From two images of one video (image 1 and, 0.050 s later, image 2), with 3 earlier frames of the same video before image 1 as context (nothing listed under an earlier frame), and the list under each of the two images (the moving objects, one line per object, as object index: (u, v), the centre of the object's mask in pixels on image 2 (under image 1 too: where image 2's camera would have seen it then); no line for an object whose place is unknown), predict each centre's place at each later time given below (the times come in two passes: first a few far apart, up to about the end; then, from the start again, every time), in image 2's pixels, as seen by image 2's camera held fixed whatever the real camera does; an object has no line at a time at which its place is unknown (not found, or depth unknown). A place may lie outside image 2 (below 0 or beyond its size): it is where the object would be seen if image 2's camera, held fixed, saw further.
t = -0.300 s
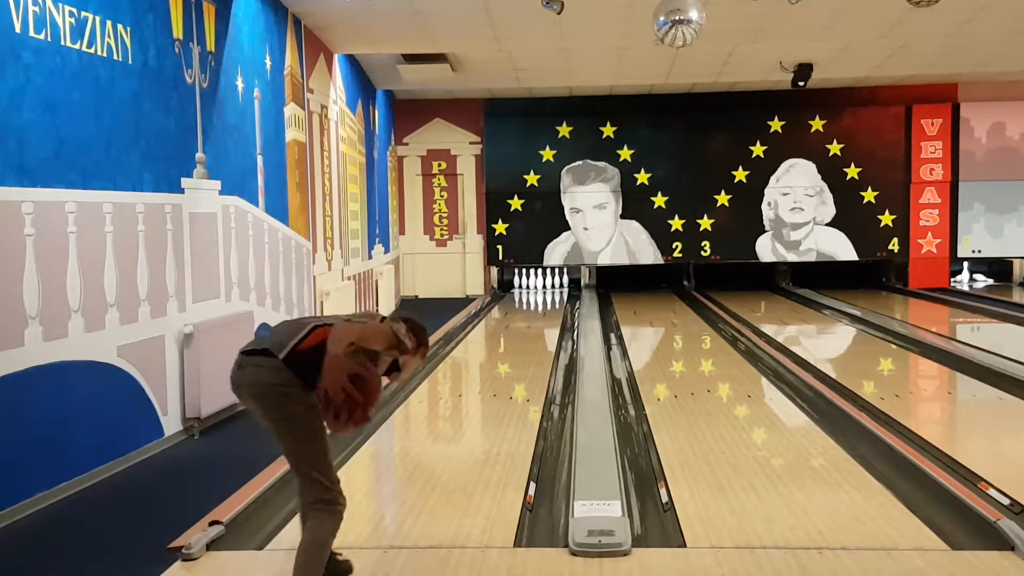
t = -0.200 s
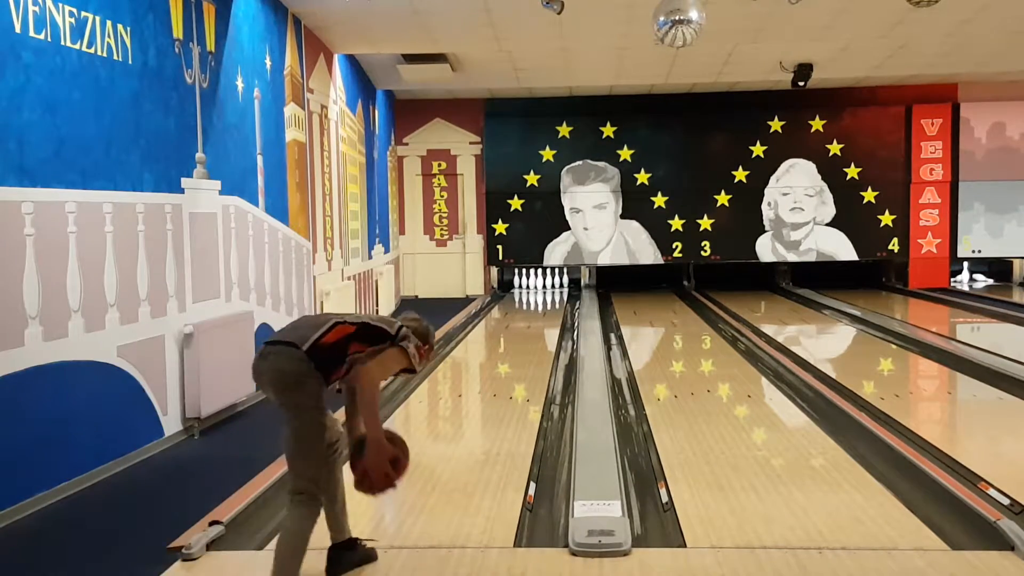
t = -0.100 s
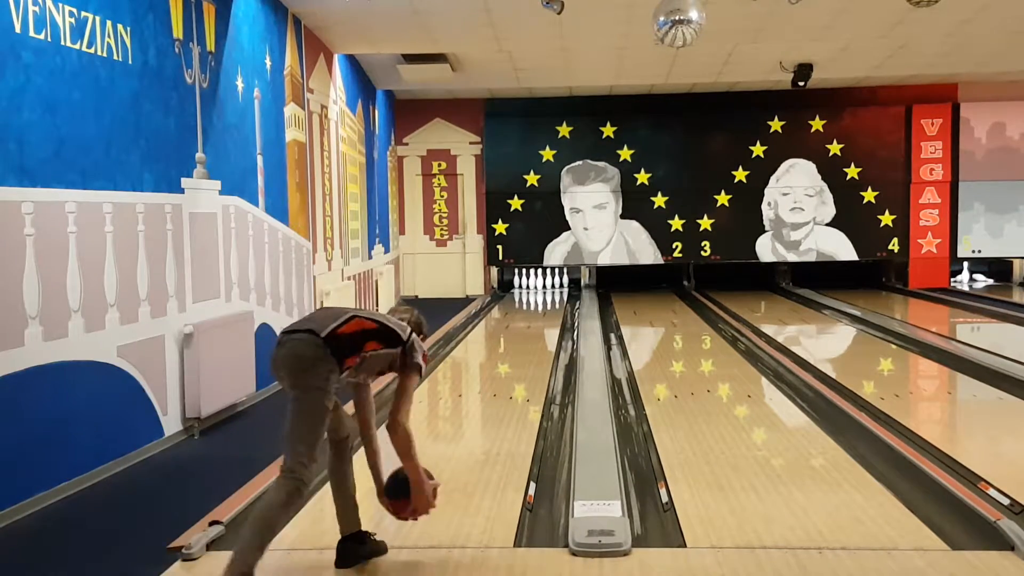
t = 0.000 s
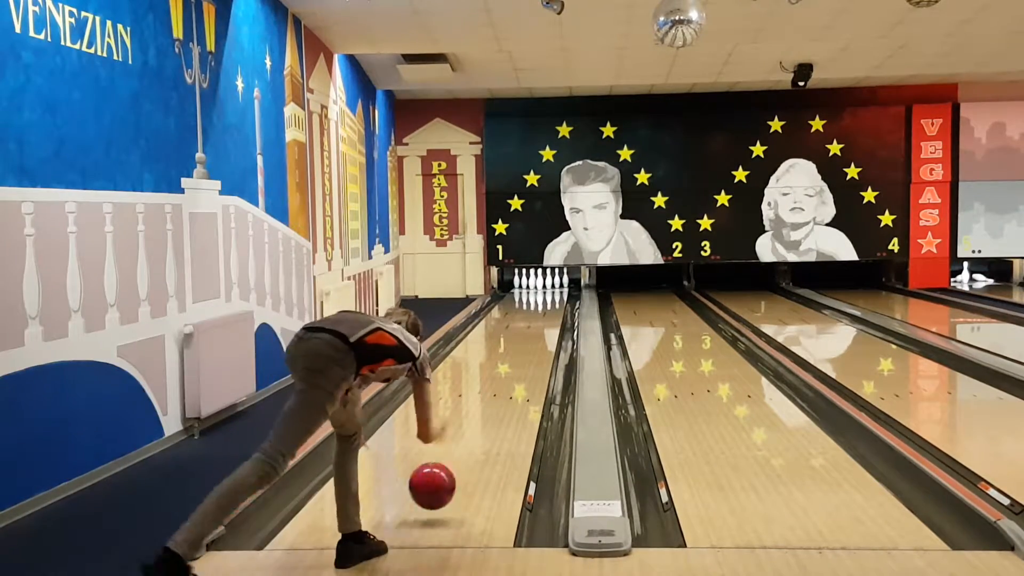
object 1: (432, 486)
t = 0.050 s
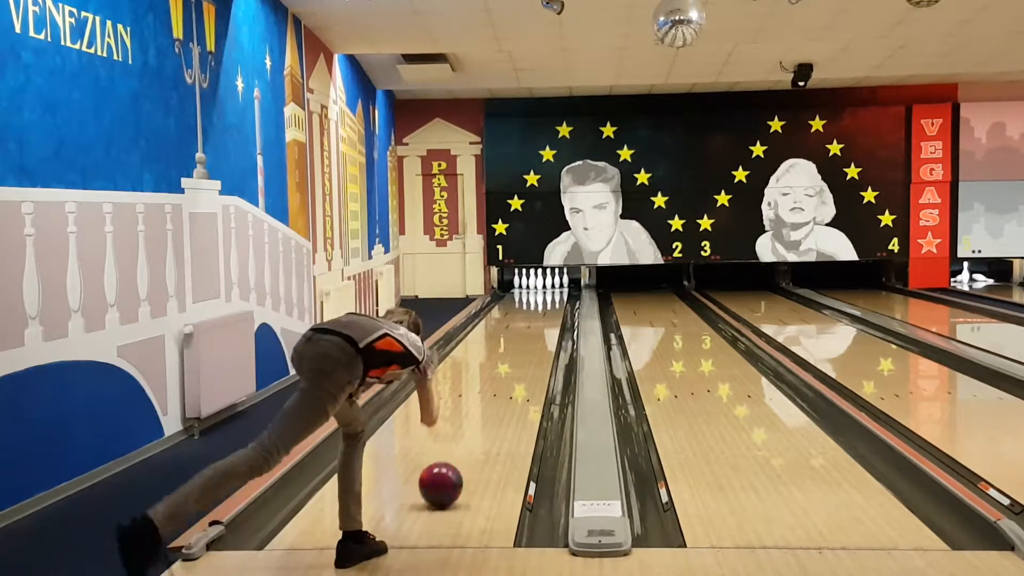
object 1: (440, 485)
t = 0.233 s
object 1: (463, 442)
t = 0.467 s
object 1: (484, 403)
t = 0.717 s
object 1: (498, 375)
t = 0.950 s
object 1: (508, 355)
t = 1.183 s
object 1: (516, 340)
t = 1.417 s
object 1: (522, 327)
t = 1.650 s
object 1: (526, 318)
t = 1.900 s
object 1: (530, 308)
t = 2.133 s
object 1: (532, 301)
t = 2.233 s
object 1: (533, 298)
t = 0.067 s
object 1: (443, 478)
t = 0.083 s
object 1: (445, 472)
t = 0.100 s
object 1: (447, 467)
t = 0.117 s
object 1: (450, 463)
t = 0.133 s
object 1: (452, 460)
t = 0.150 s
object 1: (454, 457)
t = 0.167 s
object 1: (456, 455)
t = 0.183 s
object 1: (458, 452)
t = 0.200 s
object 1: (460, 448)
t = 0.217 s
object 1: (462, 445)
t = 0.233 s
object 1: (463, 442)
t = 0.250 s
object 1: (465, 439)
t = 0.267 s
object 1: (467, 435)
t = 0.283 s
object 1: (468, 432)
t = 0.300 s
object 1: (470, 429)
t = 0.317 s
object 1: (472, 426)
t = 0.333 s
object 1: (473, 423)
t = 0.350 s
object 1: (475, 421)
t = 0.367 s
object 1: (476, 418)
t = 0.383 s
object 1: (477, 416)
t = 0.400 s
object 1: (479, 413)
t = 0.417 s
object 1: (480, 411)
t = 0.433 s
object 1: (481, 408)
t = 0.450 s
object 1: (483, 406)
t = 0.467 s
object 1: (484, 403)
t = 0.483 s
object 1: (485, 401)
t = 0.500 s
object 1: (486, 399)
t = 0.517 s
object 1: (487, 397)
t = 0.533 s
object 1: (488, 395)
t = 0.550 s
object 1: (489, 392)
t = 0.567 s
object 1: (490, 391)
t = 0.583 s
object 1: (491, 389)
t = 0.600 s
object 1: (492, 387)
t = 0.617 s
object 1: (493, 385)
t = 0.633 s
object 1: (495, 383)
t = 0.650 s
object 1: (496, 381)
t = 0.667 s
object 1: (496, 379)
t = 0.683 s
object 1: (497, 378)
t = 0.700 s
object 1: (498, 377)
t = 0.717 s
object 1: (498, 375)
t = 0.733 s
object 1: (499, 373)
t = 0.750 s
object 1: (500, 372)
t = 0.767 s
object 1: (501, 370)
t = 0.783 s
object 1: (501, 369)
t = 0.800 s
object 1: (502, 367)
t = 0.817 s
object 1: (503, 366)
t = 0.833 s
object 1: (504, 364)
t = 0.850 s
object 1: (505, 363)
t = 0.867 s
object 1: (505, 362)
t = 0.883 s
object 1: (506, 360)
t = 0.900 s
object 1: (507, 359)
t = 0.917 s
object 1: (507, 357)
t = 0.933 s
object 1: (508, 356)
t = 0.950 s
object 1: (508, 355)
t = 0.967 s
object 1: (509, 354)
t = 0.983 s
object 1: (509, 353)
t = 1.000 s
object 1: (510, 352)
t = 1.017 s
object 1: (511, 350)
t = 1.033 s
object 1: (511, 349)
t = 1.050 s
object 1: (512, 348)
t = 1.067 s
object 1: (512, 347)
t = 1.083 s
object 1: (513, 346)
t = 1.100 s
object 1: (514, 345)
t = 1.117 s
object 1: (514, 344)
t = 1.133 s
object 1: (514, 342)
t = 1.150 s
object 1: (515, 342)
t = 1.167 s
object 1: (515, 341)
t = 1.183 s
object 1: (516, 340)
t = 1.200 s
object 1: (516, 339)
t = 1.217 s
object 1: (517, 338)
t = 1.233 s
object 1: (517, 337)
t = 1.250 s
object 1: (518, 336)
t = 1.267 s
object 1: (518, 335)
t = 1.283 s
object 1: (519, 334)
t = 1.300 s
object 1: (519, 333)
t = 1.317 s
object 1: (519, 332)
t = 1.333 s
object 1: (520, 332)
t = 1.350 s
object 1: (520, 331)
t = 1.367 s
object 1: (521, 330)
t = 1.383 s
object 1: (521, 329)
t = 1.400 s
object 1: (521, 328)
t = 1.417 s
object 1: (522, 327)
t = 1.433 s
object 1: (522, 327)
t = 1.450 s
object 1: (523, 326)
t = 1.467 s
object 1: (523, 325)
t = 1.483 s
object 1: (523, 324)
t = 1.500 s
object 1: (524, 323)
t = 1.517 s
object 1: (524, 323)
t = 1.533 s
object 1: (524, 322)
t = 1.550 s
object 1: (524, 321)
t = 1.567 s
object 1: (525, 321)
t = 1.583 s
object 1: (525, 320)
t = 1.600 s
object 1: (525, 319)
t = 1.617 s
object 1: (526, 319)
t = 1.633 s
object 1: (526, 318)
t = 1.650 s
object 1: (526, 318)
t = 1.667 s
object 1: (527, 317)
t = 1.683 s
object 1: (527, 316)
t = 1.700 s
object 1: (527, 316)
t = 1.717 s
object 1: (527, 315)
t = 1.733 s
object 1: (528, 314)
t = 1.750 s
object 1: (528, 314)
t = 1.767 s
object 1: (528, 313)
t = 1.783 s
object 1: (528, 312)
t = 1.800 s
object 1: (529, 312)
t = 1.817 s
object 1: (529, 311)
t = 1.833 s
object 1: (529, 311)
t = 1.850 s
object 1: (530, 310)
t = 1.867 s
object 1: (530, 309)
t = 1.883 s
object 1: (530, 309)
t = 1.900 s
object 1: (530, 308)
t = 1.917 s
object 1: (530, 308)
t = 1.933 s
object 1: (530, 307)
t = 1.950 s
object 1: (531, 307)
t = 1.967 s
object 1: (531, 306)
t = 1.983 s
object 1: (531, 306)
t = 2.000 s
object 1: (531, 305)
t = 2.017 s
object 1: (531, 305)
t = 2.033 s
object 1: (532, 304)
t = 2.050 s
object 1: (532, 304)
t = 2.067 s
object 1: (532, 303)
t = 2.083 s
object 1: (532, 303)
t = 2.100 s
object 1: (532, 302)
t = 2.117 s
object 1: (532, 302)
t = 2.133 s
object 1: (532, 301)
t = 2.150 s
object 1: (532, 301)
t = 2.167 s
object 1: (532, 300)
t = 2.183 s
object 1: (532, 299)
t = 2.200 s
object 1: (533, 299)
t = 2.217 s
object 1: (533, 299)
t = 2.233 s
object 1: (533, 298)
